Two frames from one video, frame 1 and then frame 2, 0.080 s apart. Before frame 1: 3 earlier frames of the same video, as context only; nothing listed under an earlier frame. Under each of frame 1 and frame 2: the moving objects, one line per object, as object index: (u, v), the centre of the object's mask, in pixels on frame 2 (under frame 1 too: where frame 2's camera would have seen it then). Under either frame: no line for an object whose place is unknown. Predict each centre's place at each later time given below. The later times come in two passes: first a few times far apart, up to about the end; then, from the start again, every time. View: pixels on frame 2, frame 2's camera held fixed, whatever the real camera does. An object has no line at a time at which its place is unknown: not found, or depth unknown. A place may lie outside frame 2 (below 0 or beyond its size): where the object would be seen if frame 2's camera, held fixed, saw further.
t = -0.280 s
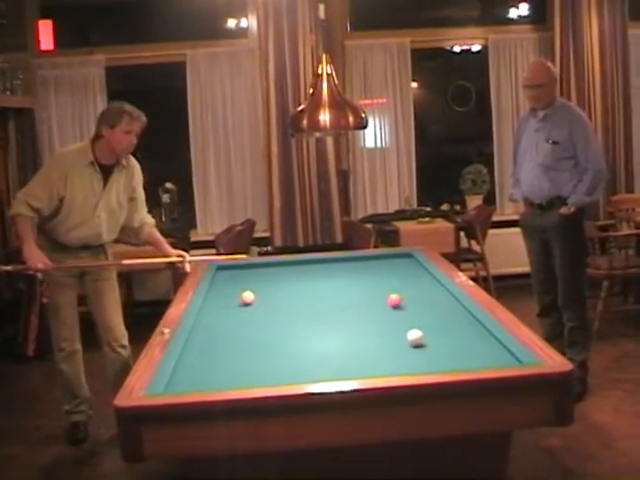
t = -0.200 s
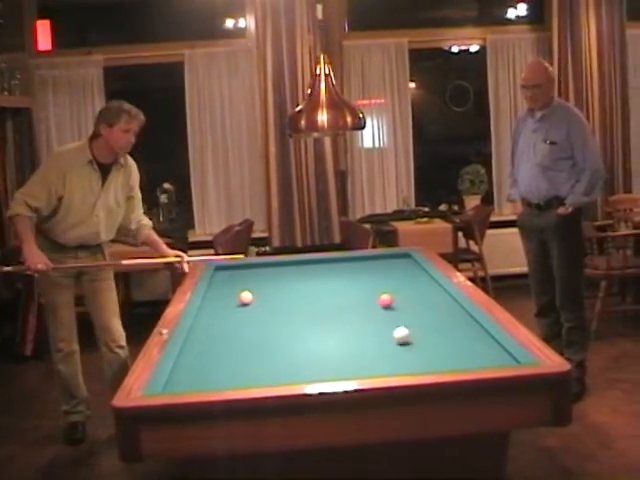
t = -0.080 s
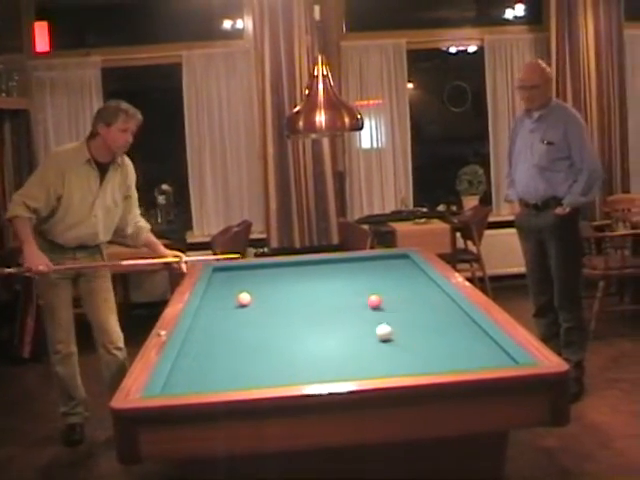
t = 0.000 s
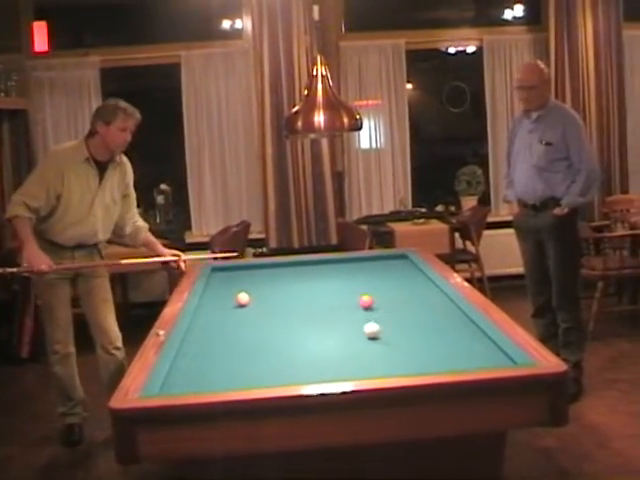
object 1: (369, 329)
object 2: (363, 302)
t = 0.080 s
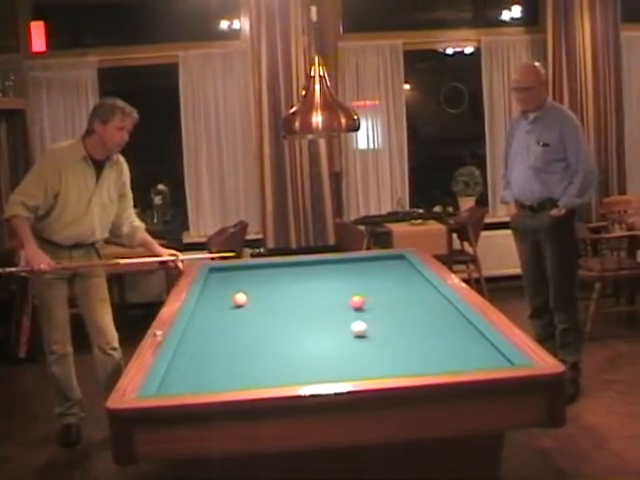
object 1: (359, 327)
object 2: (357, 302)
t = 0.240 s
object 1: (339, 323)
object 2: (344, 302)
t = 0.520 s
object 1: (308, 316)
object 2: (324, 303)
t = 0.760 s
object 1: (285, 310)
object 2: (307, 303)
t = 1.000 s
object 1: (263, 305)
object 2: (291, 303)
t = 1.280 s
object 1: (240, 299)
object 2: (274, 303)
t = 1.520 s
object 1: (224, 302)
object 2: (259, 303)
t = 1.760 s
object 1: (209, 303)
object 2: (245, 303)
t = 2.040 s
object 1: (205, 303)
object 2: (230, 303)
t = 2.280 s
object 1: (207, 303)
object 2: (223, 302)
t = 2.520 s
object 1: (202, 303)
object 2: (225, 302)
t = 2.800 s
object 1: (202, 303)
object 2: (226, 302)
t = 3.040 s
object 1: (204, 303)
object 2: (227, 301)
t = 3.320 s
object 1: (207, 303)
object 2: (228, 301)
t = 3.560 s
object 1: (207, 303)
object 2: (228, 301)
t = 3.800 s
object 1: (207, 303)
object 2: (228, 301)
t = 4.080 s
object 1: (207, 303)
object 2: (228, 302)
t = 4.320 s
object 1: (207, 303)
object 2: (228, 301)
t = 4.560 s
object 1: (207, 303)
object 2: (228, 302)
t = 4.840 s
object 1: (206, 303)
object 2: (228, 302)
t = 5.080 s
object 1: (206, 303)
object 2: (227, 302)
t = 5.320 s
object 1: (206, 303)
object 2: (227, 302)
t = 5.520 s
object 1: (206, 303)
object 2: (227, 302)
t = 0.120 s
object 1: (354, 325)
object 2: (354, 302)
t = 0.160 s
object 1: (349, 325)
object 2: (351, 302)
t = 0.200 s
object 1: (344, 324)
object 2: (347, 302)
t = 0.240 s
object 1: (339, 323)
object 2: (344, 302)
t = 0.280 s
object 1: (335, 322)
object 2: (341, 302)
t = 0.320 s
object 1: (330, 320)
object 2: (338, 302)
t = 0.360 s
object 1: (325, 319)
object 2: (335, 302)
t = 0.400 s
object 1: (321, 319)
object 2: (332, 303)
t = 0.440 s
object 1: (317, 318)
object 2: (329, 303)
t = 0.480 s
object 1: (313, 316)
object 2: (327, 303)
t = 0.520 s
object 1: (308, 316)
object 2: (324, 303)
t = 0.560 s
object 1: (304, 315)
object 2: (321, 303)
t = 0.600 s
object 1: (300, 313)
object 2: (318, 303)
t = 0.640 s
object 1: (296, 313)
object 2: (315, 303)
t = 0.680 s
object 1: (292, 312)
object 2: (312, 303)
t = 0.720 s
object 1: (289, 311)
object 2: (310, 303)
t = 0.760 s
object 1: (285, 310)
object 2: (307, 303)
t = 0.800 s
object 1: (281, 310)
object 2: (304, 303)
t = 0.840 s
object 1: (277, 309)
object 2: (302, 303)
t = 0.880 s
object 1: (273, 308)
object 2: (299, 303)
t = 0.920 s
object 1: (270, 307)
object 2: (297, 303)
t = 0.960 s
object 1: (266, 306)
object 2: (294, 303)
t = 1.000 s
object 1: (263, 305)
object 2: (291, 303)
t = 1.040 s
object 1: (259, 305)
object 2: (288, 303)
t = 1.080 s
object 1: (256, 304)
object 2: (286, 303)
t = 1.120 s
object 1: (253, 303)
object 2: (284, 303)
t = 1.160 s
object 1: (250, 302)
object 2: (281, 303)
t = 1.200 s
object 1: (246, 302)
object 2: (278, 303)
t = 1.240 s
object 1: (243, 301)
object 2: (276, 303)
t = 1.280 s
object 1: (240, 299)
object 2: (274, 303)
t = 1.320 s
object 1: (237, 302)
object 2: (271, 303)
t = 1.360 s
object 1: (234, 302)
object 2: (269, 303)
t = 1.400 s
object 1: (232, 302)
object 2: (266, 303)
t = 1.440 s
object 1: (229, 302)
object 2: (264, 303)
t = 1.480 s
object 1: (227, 302)
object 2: (261, 303)
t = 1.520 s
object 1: (224, 302)
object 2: (259, 303)
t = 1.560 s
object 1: (221, 302)
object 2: (257, 303)
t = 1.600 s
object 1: (219, 302)
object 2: (255, 303)
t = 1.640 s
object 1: (216, 302)
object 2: (252, 303)
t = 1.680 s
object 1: (214, 302)
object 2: (250, 303)
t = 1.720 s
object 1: (211, 302)
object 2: (247, 303)
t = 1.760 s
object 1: (209, 303)
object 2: (245, 303)
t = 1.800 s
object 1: (207, 303)
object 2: (244, 303)
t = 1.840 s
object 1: (203, 303)
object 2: (241, 302)
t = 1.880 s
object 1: (202, 302)
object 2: (239, 302)
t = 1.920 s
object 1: (202, 303)
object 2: (237, 302)
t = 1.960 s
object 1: (203, 302)
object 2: (235, 302)
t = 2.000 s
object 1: (204, 303)
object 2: (232, 302)
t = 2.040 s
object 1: (205, 303)
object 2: (230, 303)
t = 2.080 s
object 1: (206, 302)
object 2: (228, 303)
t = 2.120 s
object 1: (208, 302)
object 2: (227, 302)
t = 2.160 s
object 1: (209, 303)
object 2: (225, 303)
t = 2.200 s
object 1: (210, 302)
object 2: (224, 303)
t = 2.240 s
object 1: (209, 302)
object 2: (224, 303)
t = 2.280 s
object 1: (207, 303)
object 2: (223, 302)
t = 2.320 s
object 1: (206, 303)
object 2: (224, 302)
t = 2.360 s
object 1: (206, 303)
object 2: (224, 302)
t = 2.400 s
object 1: (205, 303)
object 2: (224, 302)
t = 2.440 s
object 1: (204, 303)
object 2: (224, 302)
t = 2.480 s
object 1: (203, 303)
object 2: (225, 302)
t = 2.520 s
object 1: (202, 303)
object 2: (225, 302)
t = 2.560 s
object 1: (201, 303)
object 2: (225, 302)
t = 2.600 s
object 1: (201, 303)
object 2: (225, 302)
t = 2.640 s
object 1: (201, 303)
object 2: (226, 302)
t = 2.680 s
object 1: (201, 303)
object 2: (226, 302)
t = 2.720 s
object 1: (201, 303)
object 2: (226, 302)
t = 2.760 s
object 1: (202, 303)
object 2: (226, 302)
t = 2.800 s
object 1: (202, 303)
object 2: (226, 302)
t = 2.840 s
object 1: (203, 303)
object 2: (227, 302)
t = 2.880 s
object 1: (203, 303)
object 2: (227, 302)
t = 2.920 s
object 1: (204, 303)
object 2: (227, 301)
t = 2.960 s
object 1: (204, 303)
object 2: (227, 302)
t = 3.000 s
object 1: (204, 303)
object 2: (227, 302)
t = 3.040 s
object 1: (204, 303)
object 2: (227, 301)
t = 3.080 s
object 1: (204, 303)
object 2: (227, 301)
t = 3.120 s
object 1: (205, 303)
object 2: (227, 301)
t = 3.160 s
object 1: (205, 303)
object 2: (227, 301)
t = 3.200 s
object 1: (205, 303)
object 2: (227, 301)
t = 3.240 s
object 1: (206, 303)
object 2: (228, 301)
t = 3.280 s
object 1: (206, 303)
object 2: (228, 301)
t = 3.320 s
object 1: (207, 303)
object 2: (228, 301)
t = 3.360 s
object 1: (206, 303)
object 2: (228, 302)
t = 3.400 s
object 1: (207, 303)
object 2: (228, 301)
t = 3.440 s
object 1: (207, 303)
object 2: (228, 302)
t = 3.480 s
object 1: (207, 303)
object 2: (228, 301)
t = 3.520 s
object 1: (207, 303)
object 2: (228, 301)
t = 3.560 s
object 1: (207, 303)
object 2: (228, 301)
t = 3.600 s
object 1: (207, 303)
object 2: (228, 301)
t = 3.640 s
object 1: (207, 303)
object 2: (228, 302)
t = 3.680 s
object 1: (207, 303)
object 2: (228, 301)
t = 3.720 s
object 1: (207, 303)
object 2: (228, 302)
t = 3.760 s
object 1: (207, 303)
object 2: (228, 302)
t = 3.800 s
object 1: (207, 303)
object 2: (228, 301)
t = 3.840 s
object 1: (207, 303)
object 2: (228, 301)
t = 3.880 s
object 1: (207, 303)
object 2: (228, 301)
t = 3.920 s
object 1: (207, 303)
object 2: (228, 301)
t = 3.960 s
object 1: (207, 303)
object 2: (228, 301)
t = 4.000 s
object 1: (207, 303)
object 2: (228, 302)
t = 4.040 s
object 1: (207, 303)
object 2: (228, 301)
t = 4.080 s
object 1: (207, 303)
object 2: (228, 302)
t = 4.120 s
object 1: (207, 303)
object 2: (228, 302)
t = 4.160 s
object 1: (207, 303)
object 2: (228, 301)
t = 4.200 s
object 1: (207, 302)
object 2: (228, 301)
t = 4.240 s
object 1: (207, 303)
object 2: (228, 301)
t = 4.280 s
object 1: (207, 303)
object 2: (228, 301)
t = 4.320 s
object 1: (207, 303)
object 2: (228, 301)
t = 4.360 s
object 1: (207, 303)
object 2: (228, 301)
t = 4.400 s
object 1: (207, 303)
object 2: (228, 302)
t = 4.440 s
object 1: (207, 303)
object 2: (228, 301)
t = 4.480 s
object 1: (207, 303)
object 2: (228, 302)
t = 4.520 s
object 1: (207, 303)
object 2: (228, 302)
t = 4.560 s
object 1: (207, 303)
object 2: (228, 302)
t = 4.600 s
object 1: (207, 303)
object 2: (228, 301)
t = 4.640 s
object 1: (207, 302)
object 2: (228, 301)
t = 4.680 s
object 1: (207, 302)
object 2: (228, 301)
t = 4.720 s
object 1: (207, 302)
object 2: (228, 301)
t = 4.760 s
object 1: (206, 302)
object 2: (228, 302)
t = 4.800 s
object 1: (206, 303)
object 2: (228, 302)
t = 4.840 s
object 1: (206, 303)
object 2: (228, 302)
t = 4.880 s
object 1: (207, 303)
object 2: (228, 302)
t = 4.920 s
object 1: (207, 303)
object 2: (228, 302)
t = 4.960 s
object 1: (206, 303)
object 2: (227, 302)
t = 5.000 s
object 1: (206, 303)
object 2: (227, 302)
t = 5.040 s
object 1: (206, 303)
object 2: (227, 302)
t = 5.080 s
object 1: (206, 303)
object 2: (227, 302)
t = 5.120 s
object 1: (207, 303)
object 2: (227, 302)
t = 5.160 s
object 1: (207, 303)
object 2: (227, 302)
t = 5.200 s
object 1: (206, 303)
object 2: (227, 302)
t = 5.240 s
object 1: (207, 302)
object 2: (227, 301)
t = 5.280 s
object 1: (207, 303)
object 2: (227, 301)
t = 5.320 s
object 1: (206, 303)
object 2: (227, 302)
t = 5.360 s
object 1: (206, 303)
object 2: (227, 302)
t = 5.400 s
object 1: (206, 303)
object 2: (227, 301)
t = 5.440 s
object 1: (206, 303)
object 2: (227, 301)
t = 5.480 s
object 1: (206, 303)
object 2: (227, 301)
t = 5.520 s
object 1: (206, 303)
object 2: (227, 302)
